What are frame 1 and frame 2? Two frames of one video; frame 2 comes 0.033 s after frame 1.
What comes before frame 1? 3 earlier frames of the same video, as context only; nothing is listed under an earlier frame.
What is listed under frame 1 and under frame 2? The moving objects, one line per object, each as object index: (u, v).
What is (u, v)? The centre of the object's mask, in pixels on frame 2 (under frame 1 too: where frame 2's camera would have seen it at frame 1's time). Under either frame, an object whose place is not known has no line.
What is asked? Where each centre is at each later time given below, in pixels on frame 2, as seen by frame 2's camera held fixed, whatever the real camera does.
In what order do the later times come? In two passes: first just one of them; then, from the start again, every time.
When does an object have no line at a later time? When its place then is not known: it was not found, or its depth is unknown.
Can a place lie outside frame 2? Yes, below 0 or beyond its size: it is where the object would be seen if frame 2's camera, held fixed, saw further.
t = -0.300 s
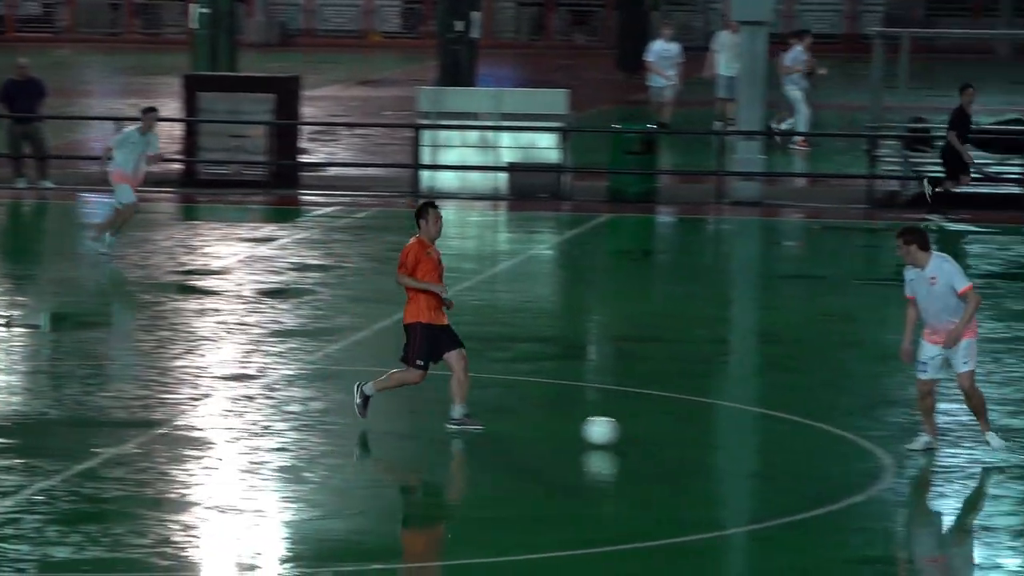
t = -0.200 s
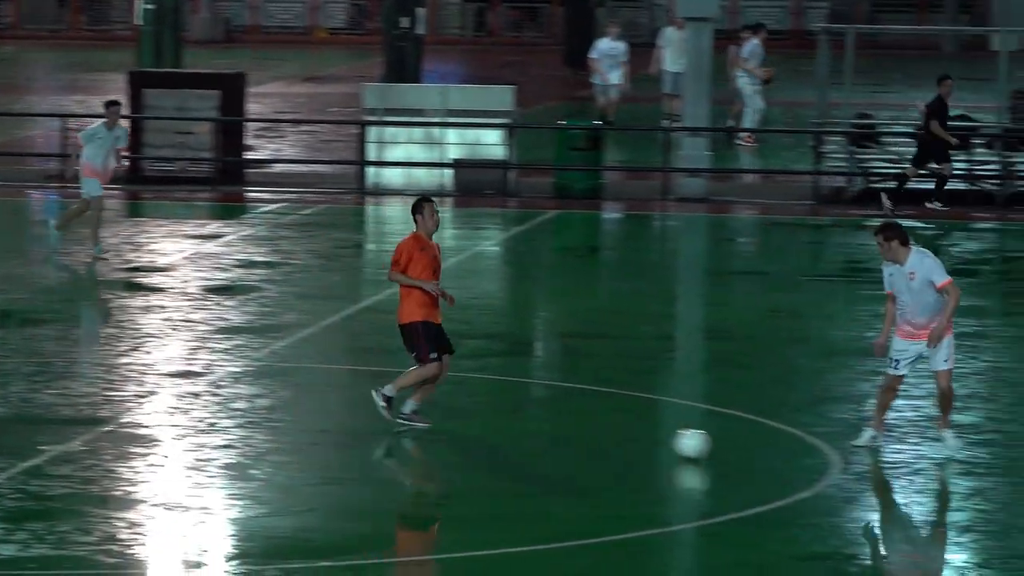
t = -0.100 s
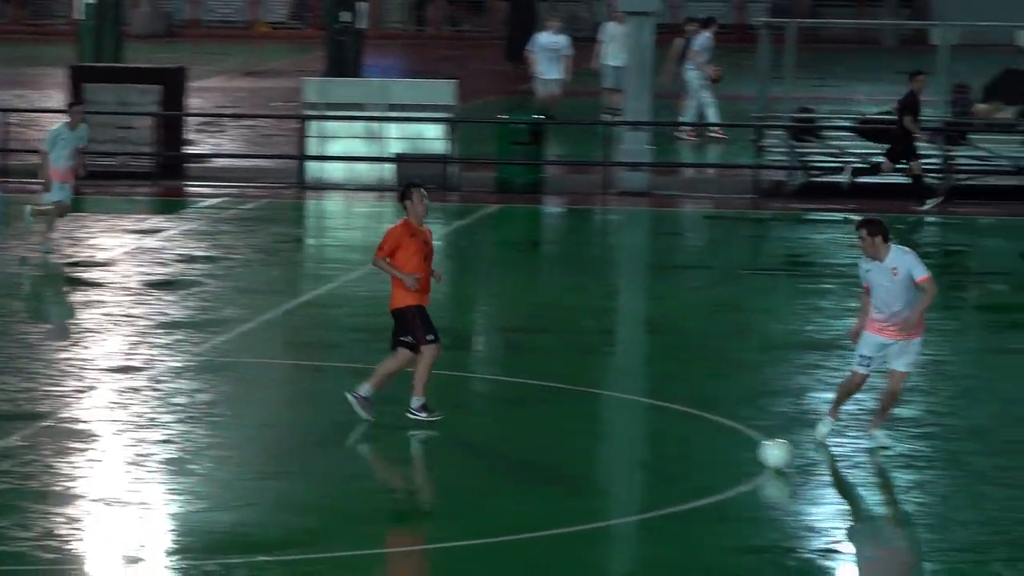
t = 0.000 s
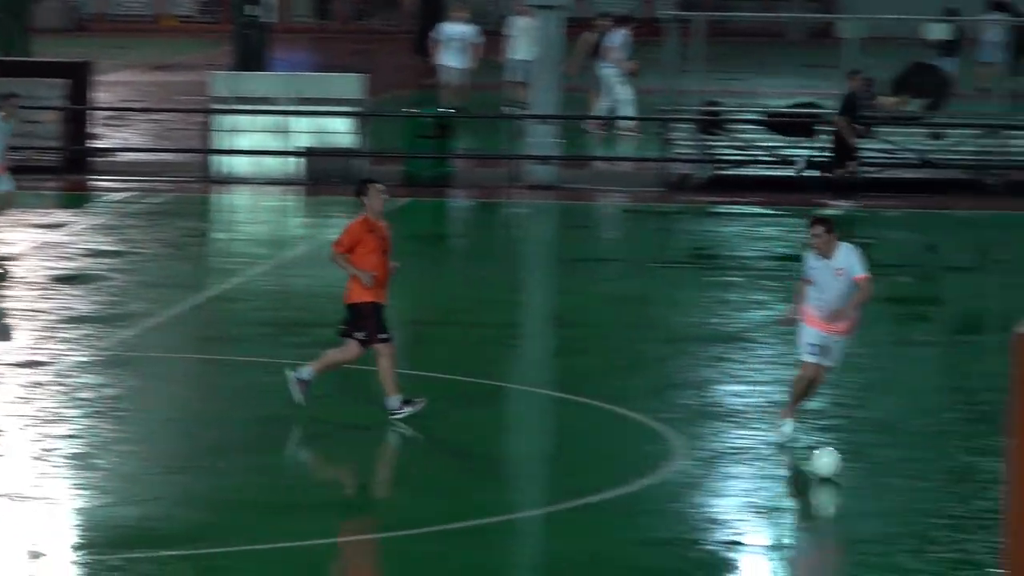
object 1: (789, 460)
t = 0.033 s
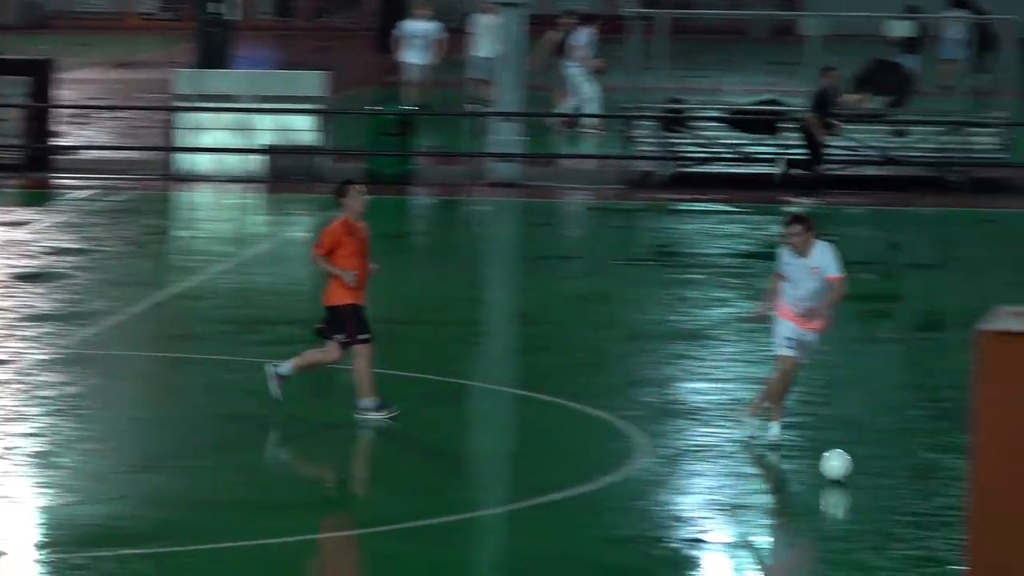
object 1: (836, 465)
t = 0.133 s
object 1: (969, 477)
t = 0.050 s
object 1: (859, 467)
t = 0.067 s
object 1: (883, 470)
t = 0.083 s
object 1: (906, 472)
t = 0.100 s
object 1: (930, 475)
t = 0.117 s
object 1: (953, 477)
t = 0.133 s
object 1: (969, 477)
